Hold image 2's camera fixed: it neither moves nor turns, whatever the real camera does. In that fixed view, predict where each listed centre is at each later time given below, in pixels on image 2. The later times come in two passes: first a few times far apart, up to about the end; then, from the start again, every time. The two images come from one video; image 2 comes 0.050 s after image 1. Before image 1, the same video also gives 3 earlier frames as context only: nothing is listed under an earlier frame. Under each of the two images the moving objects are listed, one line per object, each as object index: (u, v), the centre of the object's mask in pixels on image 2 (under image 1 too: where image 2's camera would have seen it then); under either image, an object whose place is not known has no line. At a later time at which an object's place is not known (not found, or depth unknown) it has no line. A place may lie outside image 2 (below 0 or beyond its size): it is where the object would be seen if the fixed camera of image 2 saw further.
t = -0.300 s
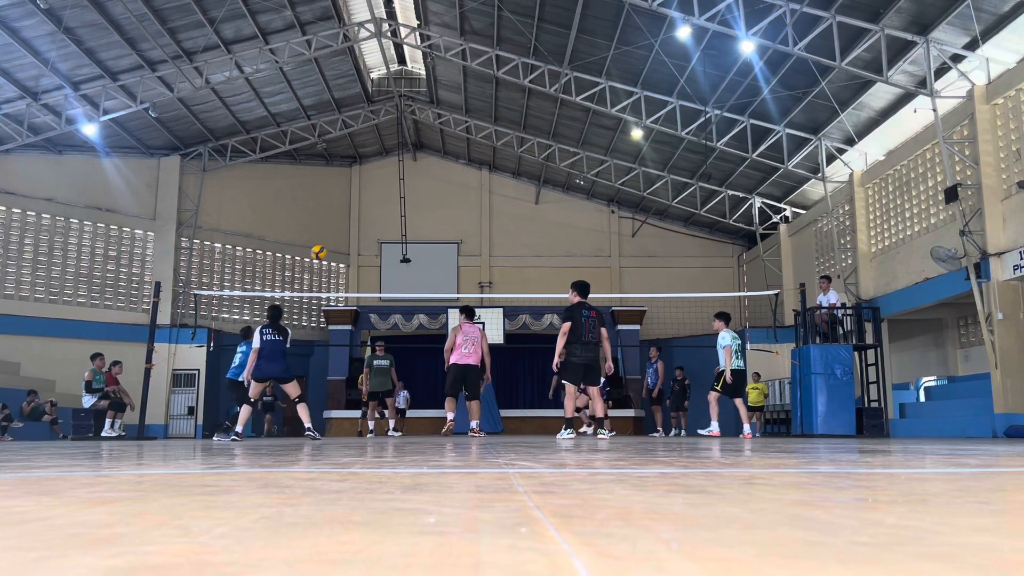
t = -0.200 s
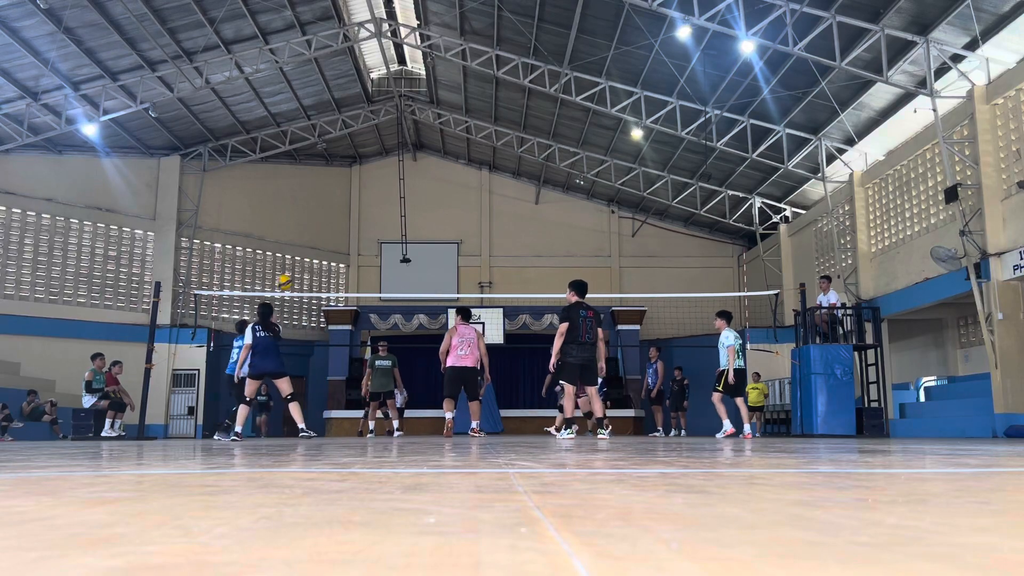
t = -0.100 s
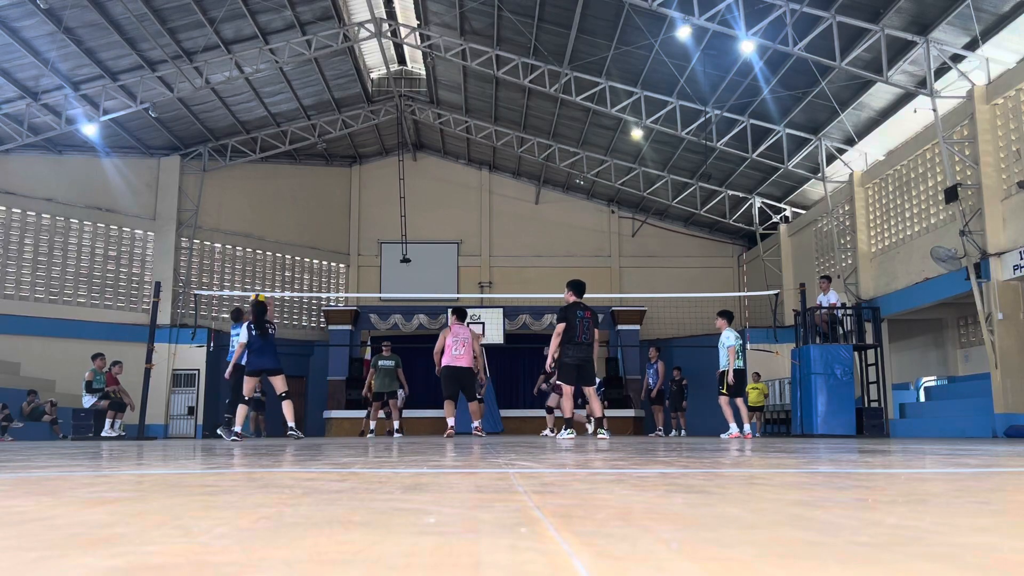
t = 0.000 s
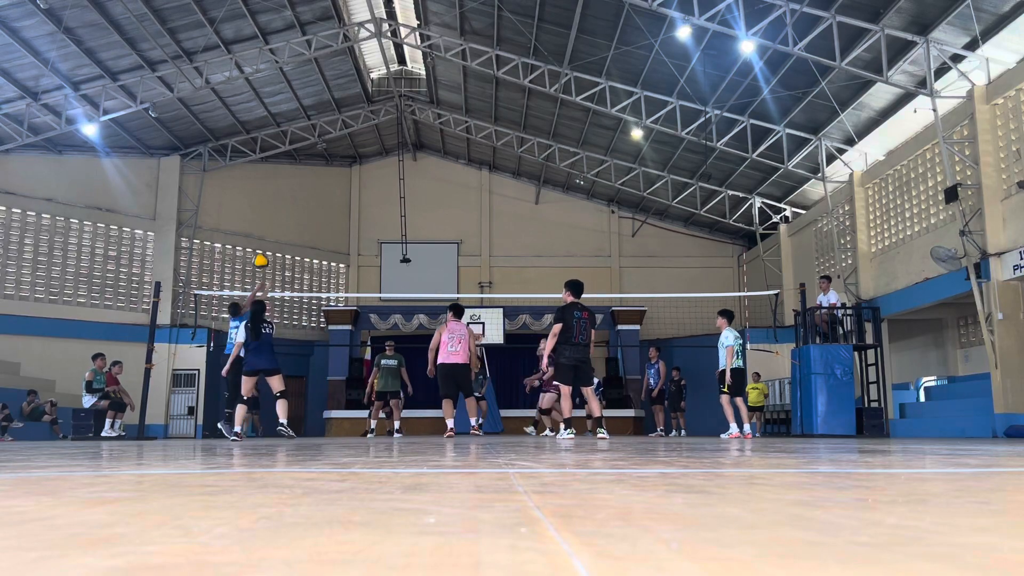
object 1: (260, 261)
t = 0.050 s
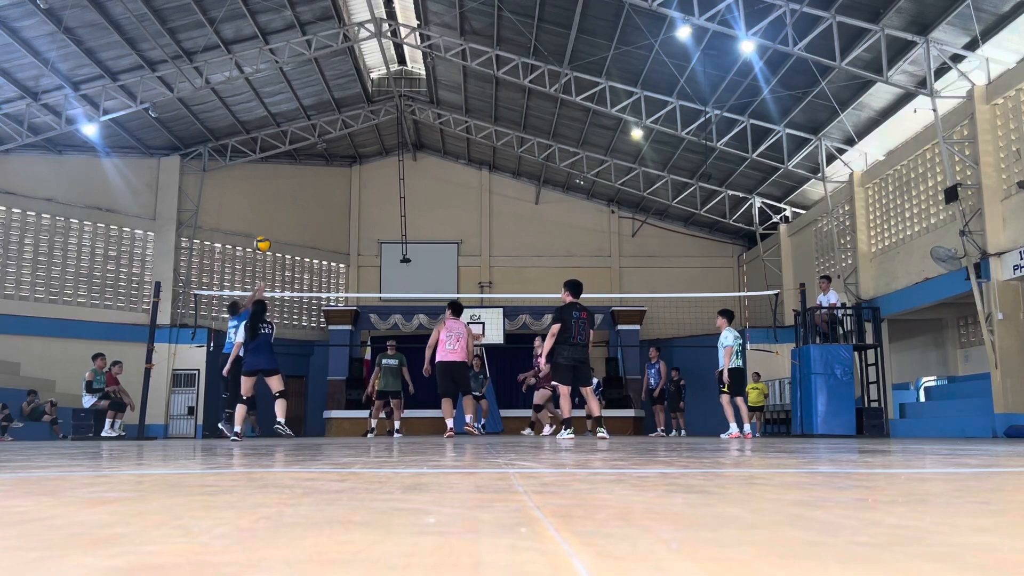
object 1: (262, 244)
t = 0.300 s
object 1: (268, 185)
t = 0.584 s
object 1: (271, 173)
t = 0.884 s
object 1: (272, 224)
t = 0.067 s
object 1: (263, 239)
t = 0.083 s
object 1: (263, 234)
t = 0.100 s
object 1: (264, 229)
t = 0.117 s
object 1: (264, 224)
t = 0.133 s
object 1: (264, 219)
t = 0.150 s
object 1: (265, 215)
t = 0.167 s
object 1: (265, 211)
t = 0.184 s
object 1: (266, 207)
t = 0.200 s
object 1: (266, 204)
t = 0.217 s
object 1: (266, 200)
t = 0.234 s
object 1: (266, 197)
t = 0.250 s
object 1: (267, 193)
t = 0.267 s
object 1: (267, 190)
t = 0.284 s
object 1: (268, 188)
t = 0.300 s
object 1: (268, 185)
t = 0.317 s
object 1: (268, 183)
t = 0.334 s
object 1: (268, 181)
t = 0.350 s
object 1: (269, 179)
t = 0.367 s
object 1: (269, 177)
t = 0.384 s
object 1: (269, 176)
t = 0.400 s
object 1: (269, 175)
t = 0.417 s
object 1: (270, 173)
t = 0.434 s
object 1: (270, 172)
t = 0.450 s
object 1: (270, 172)
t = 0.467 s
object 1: (270, 171)
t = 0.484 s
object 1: (270, 171)
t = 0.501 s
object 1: (270, 171)
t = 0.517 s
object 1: (270, 171)
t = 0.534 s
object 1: (271, 171)
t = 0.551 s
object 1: (271, 172)
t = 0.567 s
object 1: (271, 172)
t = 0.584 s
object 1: (271, 173)
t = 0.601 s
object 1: (271, 174)
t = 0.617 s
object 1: (271, 175)
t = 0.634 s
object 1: (272, 177)
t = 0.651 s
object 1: (271, 179)
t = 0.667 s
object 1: (272, 180)
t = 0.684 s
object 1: (272, 183)
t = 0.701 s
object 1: (272, 185)
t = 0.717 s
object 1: (272, 187)
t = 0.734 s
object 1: (272, 190)
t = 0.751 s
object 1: (272, 193)
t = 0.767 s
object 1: (272, 196)
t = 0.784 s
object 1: (272, 199)
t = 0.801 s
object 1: (272, 203)
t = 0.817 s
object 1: (272, 207)
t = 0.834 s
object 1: (272, 211)
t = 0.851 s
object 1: (272, 215)
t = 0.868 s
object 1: (273, 219)
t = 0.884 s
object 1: (272, 224)
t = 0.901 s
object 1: (272, 228)
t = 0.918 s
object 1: (272, 233)
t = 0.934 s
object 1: (272, 238)
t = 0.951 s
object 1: (272, 244)
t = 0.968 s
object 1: (272, 249)
